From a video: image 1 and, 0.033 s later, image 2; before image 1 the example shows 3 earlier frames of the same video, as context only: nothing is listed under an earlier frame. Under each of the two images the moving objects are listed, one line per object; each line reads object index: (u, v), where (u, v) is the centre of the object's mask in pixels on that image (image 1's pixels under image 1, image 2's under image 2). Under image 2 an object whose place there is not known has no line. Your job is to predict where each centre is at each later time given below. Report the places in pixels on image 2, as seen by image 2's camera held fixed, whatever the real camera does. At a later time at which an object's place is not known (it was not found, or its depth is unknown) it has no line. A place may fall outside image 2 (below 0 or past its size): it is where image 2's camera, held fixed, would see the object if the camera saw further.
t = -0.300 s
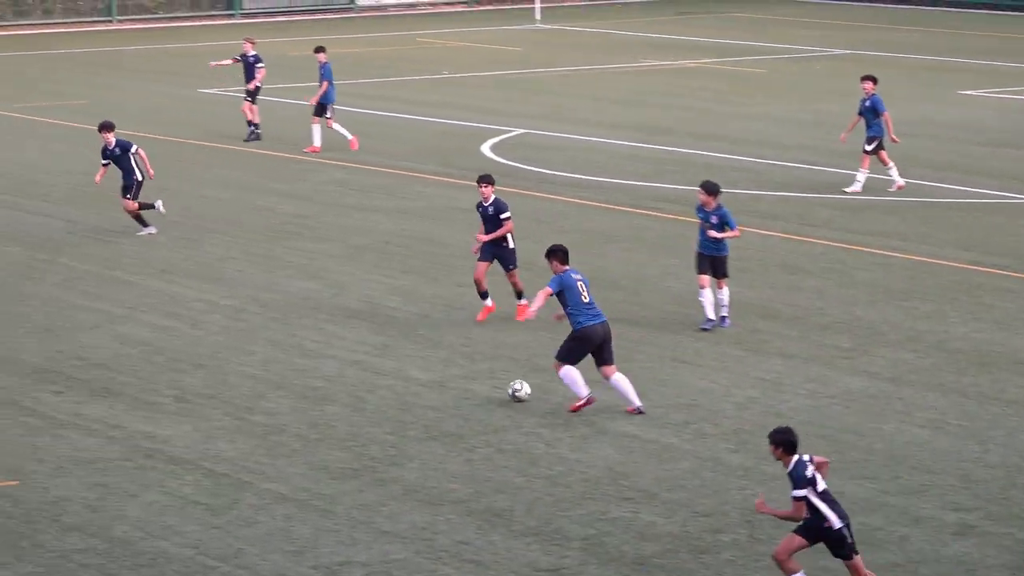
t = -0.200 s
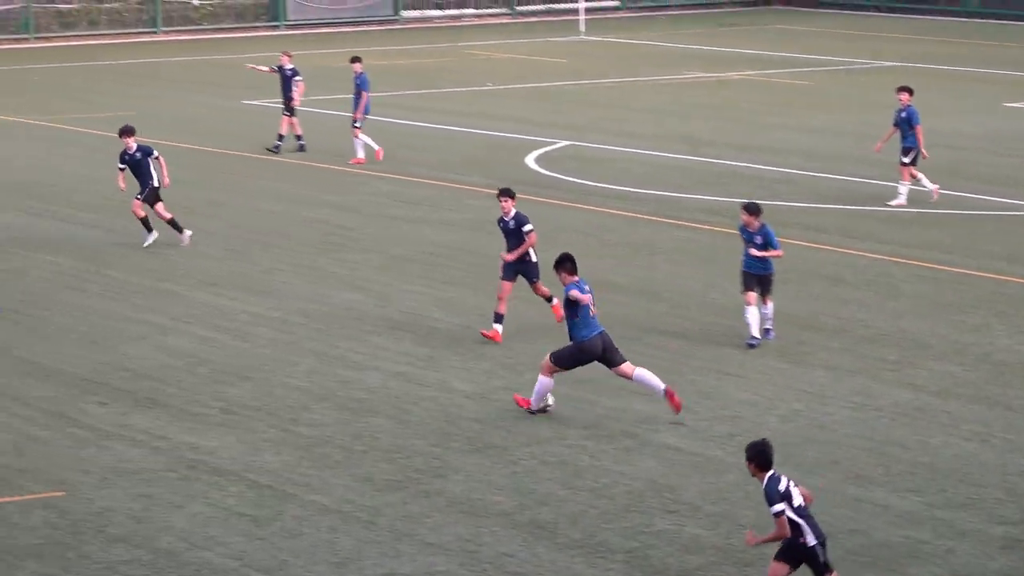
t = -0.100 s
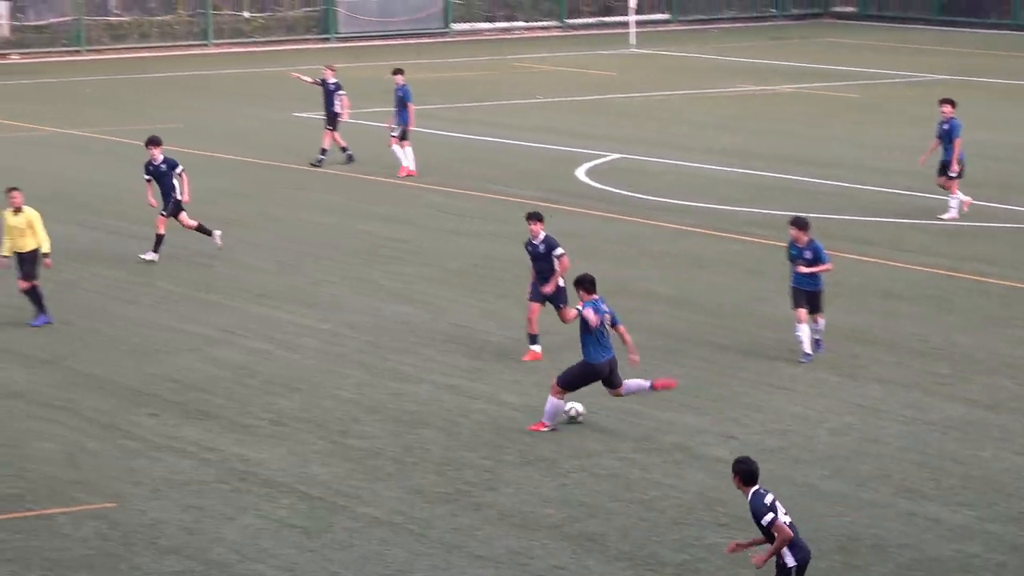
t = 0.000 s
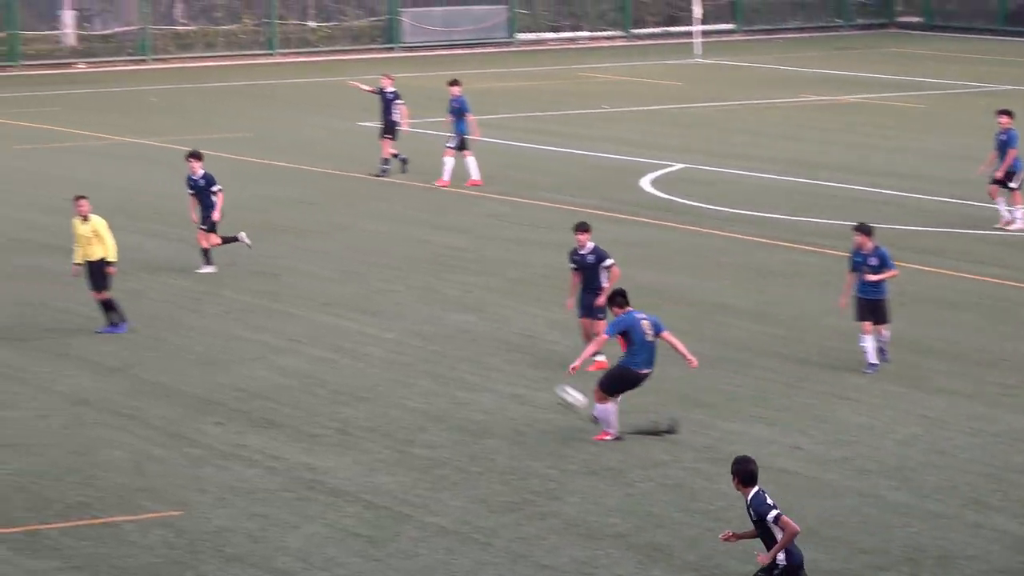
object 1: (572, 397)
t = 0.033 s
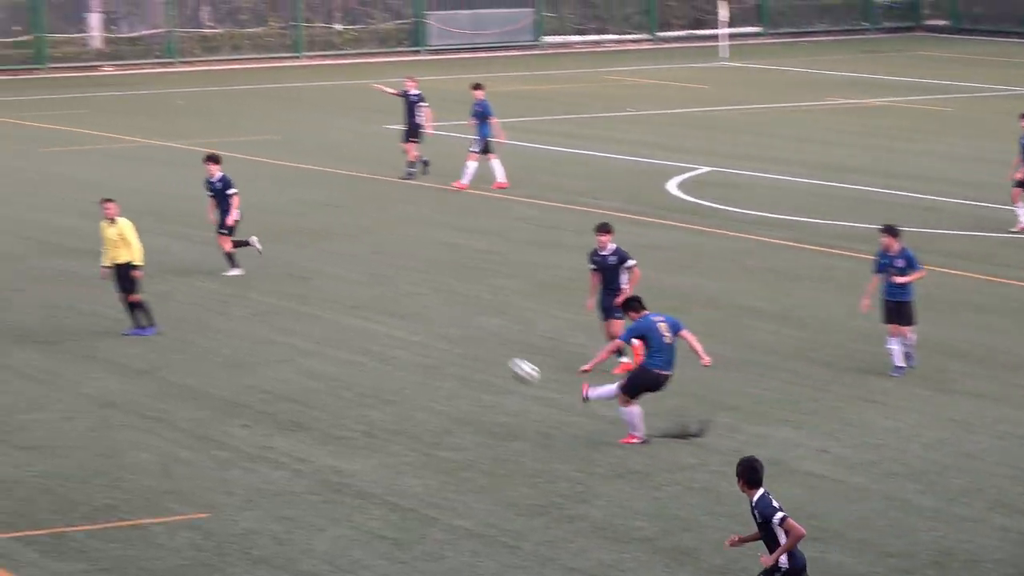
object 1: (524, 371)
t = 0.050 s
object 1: (488, 356)
